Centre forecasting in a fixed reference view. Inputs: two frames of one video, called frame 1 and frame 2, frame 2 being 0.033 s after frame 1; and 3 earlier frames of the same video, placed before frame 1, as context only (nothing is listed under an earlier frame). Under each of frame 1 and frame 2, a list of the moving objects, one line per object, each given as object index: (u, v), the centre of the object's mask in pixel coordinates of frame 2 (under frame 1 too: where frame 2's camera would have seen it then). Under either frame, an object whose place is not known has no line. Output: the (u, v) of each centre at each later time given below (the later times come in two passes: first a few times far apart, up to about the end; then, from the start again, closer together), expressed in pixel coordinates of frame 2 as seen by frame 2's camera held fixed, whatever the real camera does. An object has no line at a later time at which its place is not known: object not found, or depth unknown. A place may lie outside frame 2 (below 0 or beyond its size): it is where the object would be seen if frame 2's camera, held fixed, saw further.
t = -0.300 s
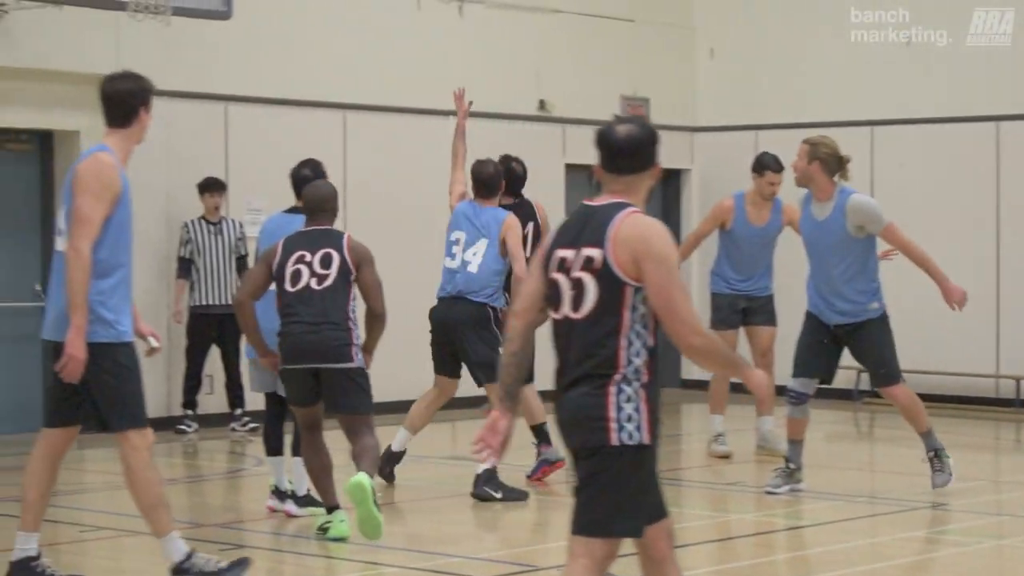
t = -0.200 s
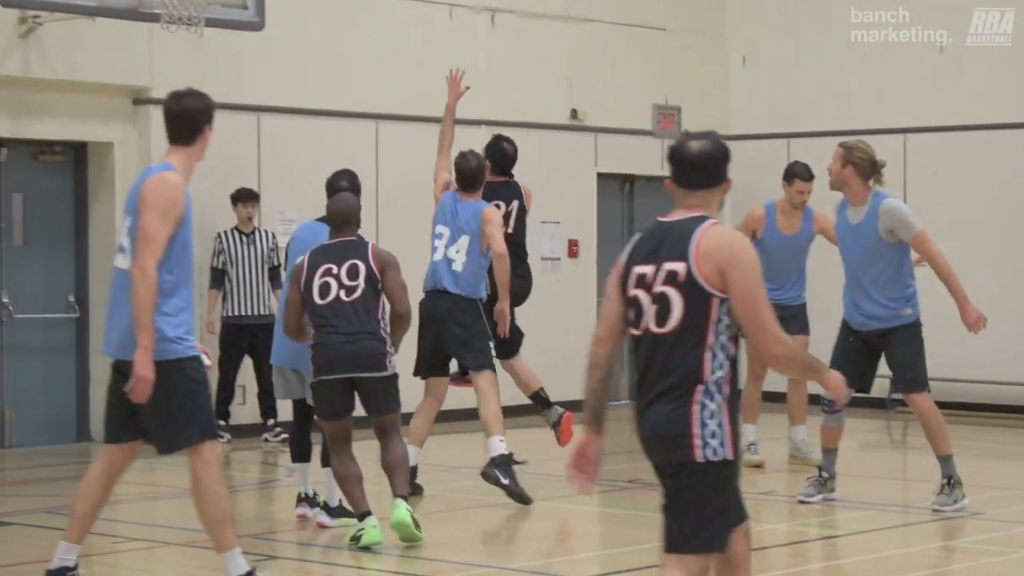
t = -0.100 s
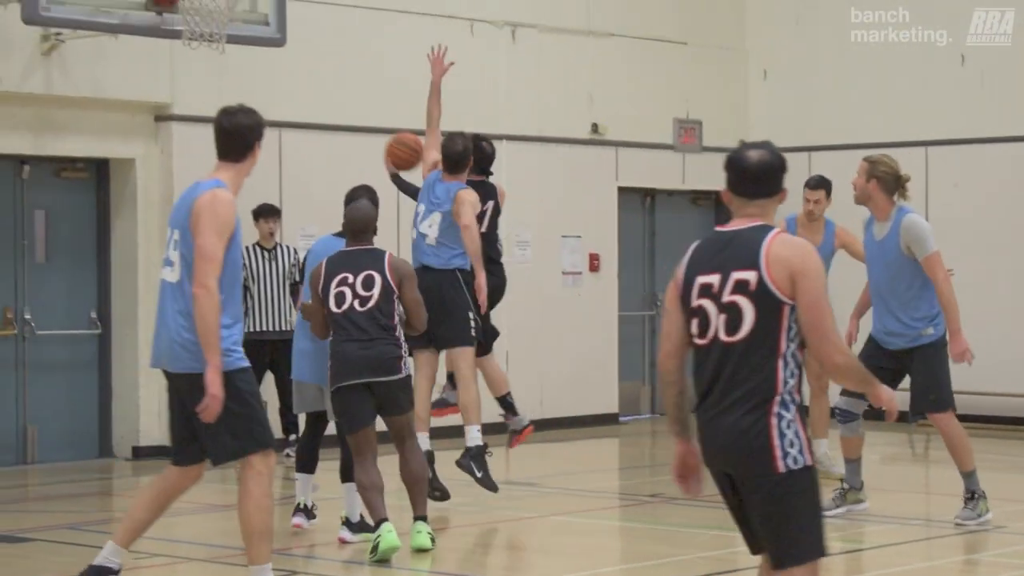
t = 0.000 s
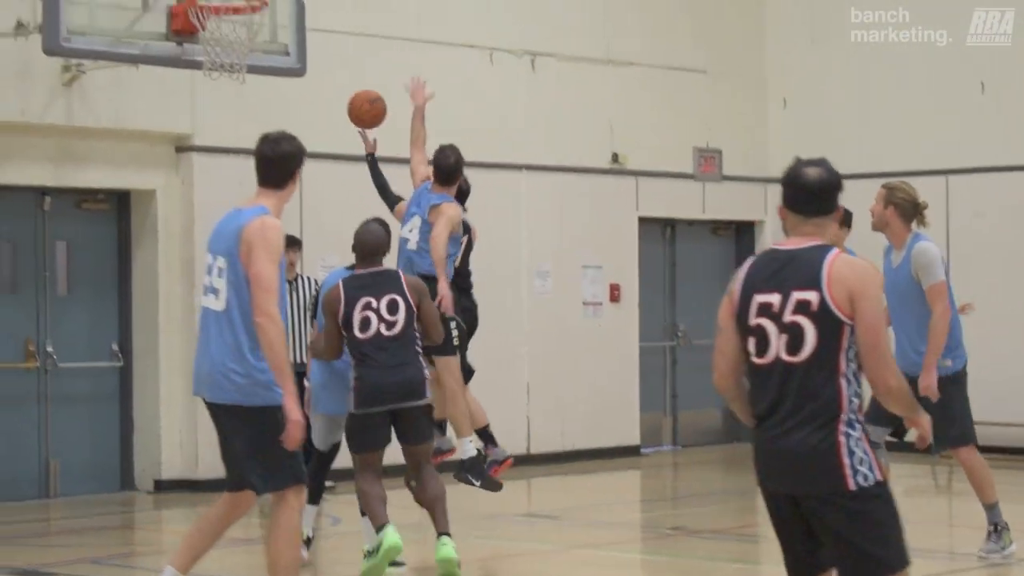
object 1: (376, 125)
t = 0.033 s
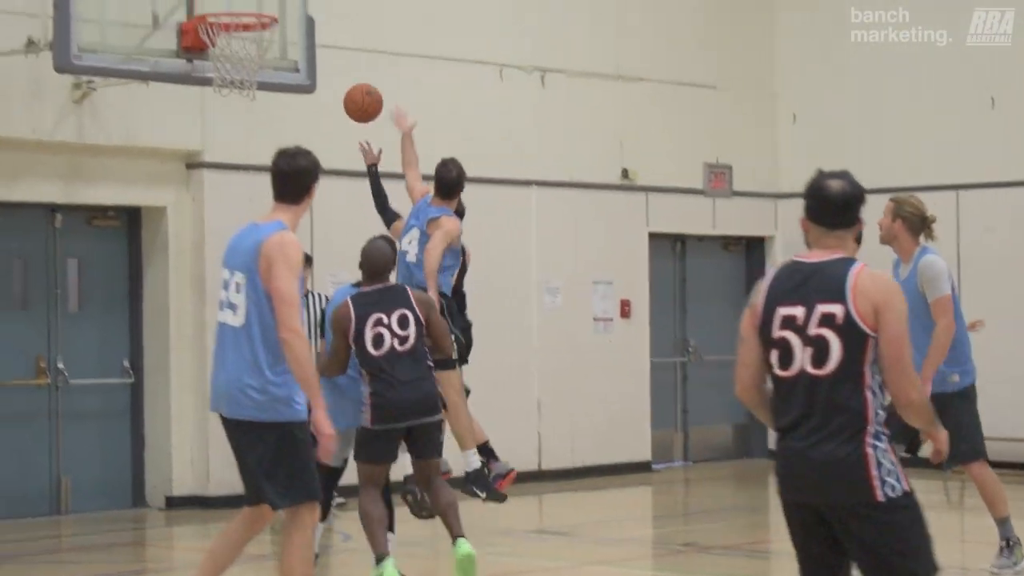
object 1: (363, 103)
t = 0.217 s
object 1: (286, 7)
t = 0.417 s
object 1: (231, -35)
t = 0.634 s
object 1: (240, -17)
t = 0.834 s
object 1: (233, 19)
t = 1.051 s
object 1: (256, 57)
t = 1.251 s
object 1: (251, 72)
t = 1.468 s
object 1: (234, 138)
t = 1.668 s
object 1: (220, 266)
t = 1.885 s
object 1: (207, 480)
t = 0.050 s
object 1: (356, 92)
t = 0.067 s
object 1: (349, 82)
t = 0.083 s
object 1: (342, 72)
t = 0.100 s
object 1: (335, 63)
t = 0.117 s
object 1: (329, 53)
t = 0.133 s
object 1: (321, 44)
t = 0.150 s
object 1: (314, 35)
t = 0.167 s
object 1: (307, 28)
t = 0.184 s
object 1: (300, 20)
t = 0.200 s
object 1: (293, 14)
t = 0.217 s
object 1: (286, 7)
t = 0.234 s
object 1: (279, 1)
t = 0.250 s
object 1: (272, -4)
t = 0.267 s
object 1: (265, -10)
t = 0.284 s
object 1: (257, -13)
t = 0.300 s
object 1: (250, -17)
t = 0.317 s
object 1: (243, -20)
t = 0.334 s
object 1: (236, -23)
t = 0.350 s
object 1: (230, -26)
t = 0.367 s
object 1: (229, -29)
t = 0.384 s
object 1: (230, -31)
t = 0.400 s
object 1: (231, -34)
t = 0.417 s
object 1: (231, -35)
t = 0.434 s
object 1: (232, -37)
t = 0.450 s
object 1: (233, -38)
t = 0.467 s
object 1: (233, -38)
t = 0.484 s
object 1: (234, -38)
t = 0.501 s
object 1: (234, -37)
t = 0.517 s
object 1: (235, -37)
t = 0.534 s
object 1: (236, -35)
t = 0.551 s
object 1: (237, -33)
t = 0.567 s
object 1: (237, -31)
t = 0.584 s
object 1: (238, -28)
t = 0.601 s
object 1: (239, -25)
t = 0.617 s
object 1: (239, -21)
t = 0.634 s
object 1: (240, -17)
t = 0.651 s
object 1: (241, -13)
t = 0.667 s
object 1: (242, -8)
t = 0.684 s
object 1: (242, -3)
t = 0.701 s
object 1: (243, 1)
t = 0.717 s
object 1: (242, 8)
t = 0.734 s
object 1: (241, 9)
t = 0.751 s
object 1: (240, 9)
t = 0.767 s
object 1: (238, 10)
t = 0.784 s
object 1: (236, 13)
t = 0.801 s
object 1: (236, 14)
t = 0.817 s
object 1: (235, 15)
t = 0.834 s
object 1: (233, 19)
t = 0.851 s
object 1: (231, 22)
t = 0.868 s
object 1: (230, 26)
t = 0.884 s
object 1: (231, 27)
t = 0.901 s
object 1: (234, 28)
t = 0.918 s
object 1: (238, 30)
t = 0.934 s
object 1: (240, 35)
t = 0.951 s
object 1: (241, 36)
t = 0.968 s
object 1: (244, 39)
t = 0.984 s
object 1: (247, 43)
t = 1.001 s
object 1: (250, 47)
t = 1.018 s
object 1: (252, 50)
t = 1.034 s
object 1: (254, 54)
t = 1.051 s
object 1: (256, 57)
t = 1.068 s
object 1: (257, 59)
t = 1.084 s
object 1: (258, 60)
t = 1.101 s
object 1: (258, 60)
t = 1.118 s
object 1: (258, 61)
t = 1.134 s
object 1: (258, 62)
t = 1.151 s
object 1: (258, 62)
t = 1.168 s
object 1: (257, 63)
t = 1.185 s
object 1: (257, 63)
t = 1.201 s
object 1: (256, 65)
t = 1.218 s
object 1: (255, 66)
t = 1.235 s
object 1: (253, 69)
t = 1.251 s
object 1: (251, 72)
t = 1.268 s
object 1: (250, 74)
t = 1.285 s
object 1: (249, 77)
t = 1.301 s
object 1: (248, 81)
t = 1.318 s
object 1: (247, 84)
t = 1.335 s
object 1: (245, 89)
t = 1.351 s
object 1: (244, 92)
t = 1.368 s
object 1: (242, 98)
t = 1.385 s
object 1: (241, 107)
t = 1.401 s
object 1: (239, 111)
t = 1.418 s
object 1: (238, 116)
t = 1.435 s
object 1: (237, 123)
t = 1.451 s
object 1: (236, 130)
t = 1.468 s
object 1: (234, 138)
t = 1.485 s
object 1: (233, 146)
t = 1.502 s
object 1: (231, 155)
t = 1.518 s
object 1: (230, 164)
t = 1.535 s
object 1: (229, 174)
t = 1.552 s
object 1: (228, 184)
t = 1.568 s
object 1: (226, 194)
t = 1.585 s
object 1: (225, 205)
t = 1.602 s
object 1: (224, 216)
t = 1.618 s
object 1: (223, 228)
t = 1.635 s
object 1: (221, 240)
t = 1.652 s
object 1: (221, 253)
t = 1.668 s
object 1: (220, 266)
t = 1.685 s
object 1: (218, 280)
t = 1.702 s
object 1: (217, 294)
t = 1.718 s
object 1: (216, 308)
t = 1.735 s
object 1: (215, 322)
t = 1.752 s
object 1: (214, 338)
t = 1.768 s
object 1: (213, 353)
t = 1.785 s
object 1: (212, 370)
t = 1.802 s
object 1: (211, 387)
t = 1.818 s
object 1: (210, 404)
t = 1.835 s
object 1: (209, 422)
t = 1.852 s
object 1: (208, 440)
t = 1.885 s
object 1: (207, 480)
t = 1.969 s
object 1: (200, 488)
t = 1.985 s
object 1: (198, 473)
